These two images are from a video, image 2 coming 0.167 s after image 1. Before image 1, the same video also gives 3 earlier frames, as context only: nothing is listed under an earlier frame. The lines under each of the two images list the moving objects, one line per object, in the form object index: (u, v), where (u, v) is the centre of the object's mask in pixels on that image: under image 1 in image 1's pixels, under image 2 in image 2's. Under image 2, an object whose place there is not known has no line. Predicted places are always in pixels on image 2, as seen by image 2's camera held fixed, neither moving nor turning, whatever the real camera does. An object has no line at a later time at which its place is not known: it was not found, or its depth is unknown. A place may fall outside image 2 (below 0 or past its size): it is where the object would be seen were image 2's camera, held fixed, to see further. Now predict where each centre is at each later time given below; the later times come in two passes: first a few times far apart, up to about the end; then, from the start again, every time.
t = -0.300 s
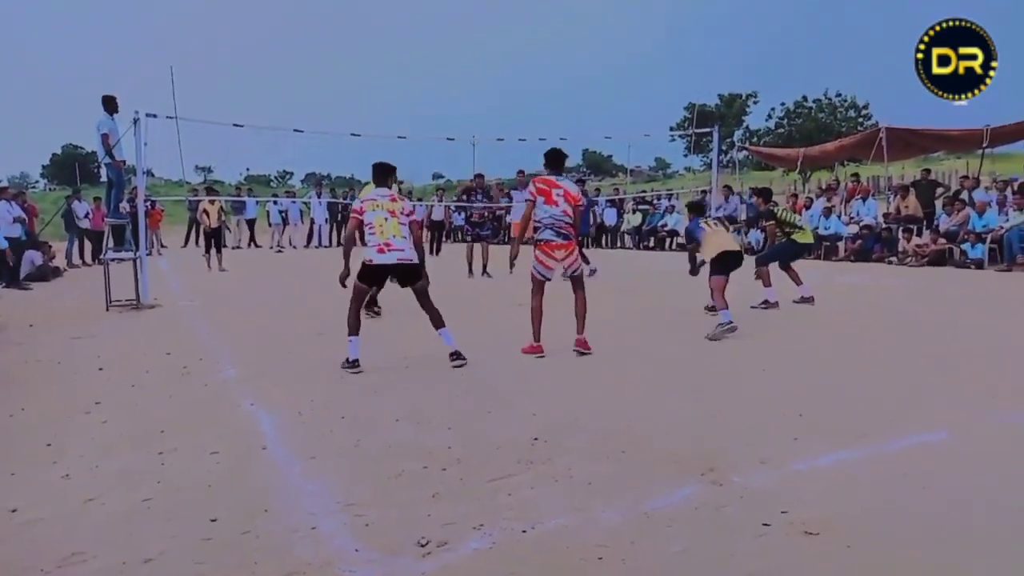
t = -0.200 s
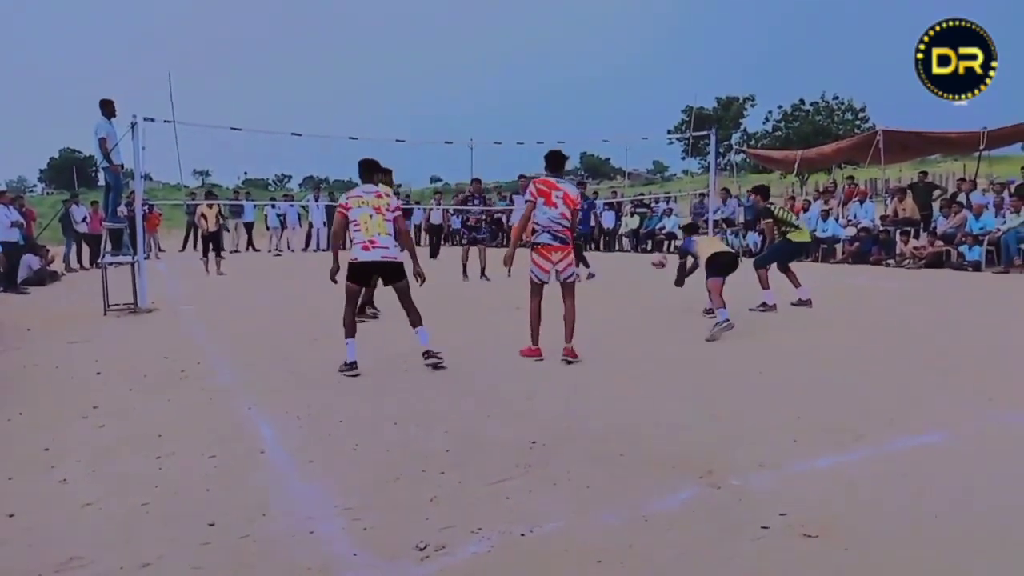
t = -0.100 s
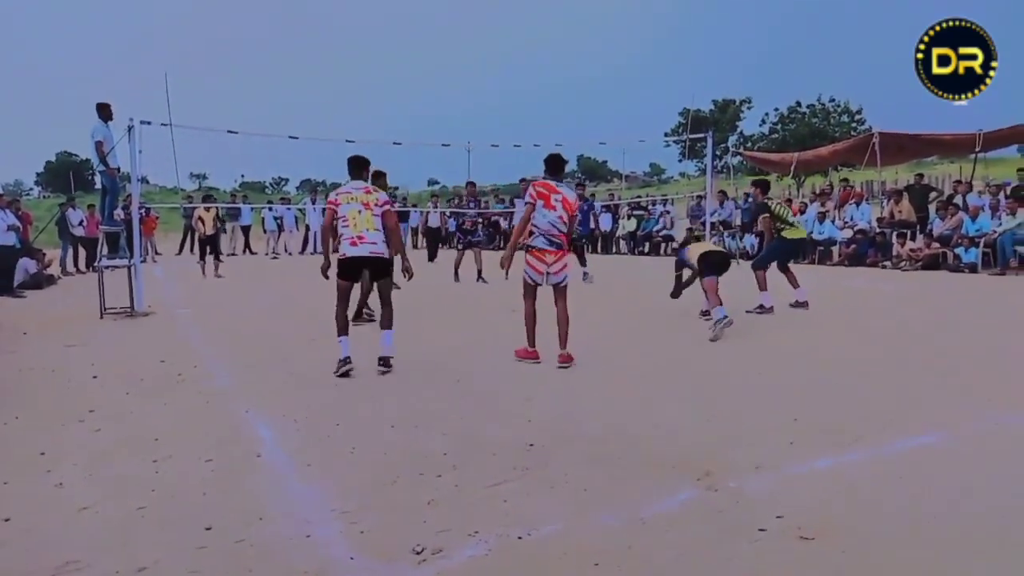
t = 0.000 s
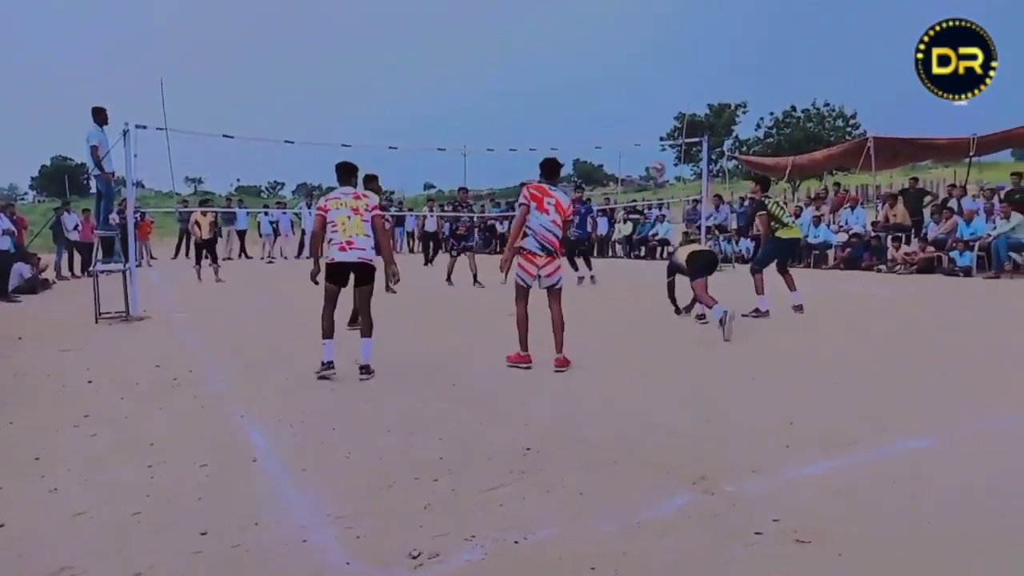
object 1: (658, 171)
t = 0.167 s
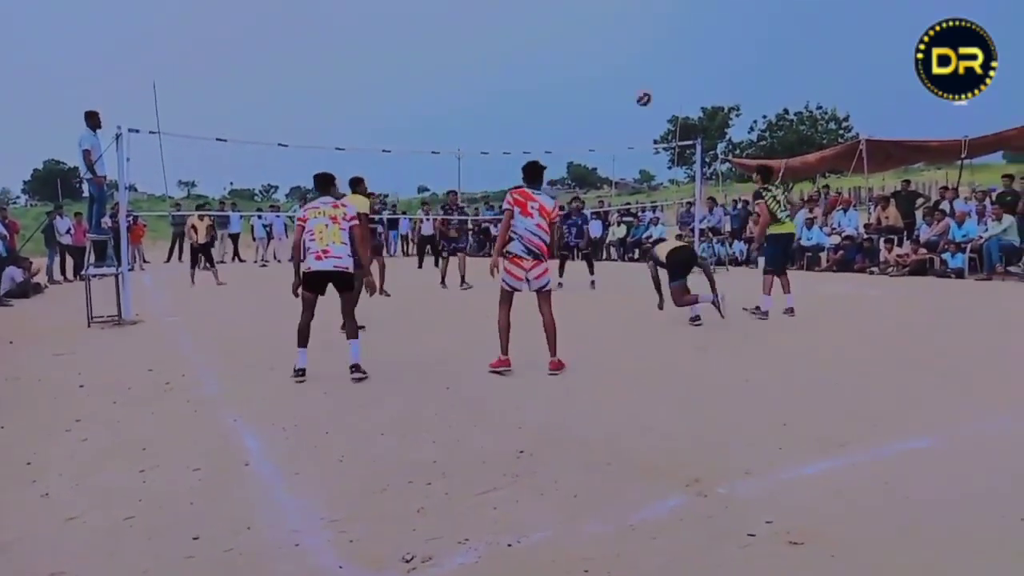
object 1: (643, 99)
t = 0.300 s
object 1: (638, 59)
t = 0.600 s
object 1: (630, 18)
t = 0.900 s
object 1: (624, 39)
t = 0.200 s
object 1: (642, 87)
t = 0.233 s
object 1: (640, 76)
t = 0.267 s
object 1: (639, 67)
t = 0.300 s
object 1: (638, 59)
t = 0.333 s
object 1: (637, 50)
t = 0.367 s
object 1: (636, 43)
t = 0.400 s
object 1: (635, 37)
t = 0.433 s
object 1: (634, 33)
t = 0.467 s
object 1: (633, 27)
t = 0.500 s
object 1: (633, 24)
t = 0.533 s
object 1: (632, 21)
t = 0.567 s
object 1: (630, 19)
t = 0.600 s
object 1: (630, 18)
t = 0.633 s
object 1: (629, 18)
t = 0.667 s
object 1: (628, 18)
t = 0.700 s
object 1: (627, 19)
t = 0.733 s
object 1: (627, 20)
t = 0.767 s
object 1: (626, 23)
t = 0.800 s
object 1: (625, 26)
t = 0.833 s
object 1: (625, 29)
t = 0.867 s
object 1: (624, 34)
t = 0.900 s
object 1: (624, 39)
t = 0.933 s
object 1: (623, 44)
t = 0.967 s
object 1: (623, 50)
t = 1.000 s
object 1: (622, 57)
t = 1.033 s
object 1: (622, 65)
